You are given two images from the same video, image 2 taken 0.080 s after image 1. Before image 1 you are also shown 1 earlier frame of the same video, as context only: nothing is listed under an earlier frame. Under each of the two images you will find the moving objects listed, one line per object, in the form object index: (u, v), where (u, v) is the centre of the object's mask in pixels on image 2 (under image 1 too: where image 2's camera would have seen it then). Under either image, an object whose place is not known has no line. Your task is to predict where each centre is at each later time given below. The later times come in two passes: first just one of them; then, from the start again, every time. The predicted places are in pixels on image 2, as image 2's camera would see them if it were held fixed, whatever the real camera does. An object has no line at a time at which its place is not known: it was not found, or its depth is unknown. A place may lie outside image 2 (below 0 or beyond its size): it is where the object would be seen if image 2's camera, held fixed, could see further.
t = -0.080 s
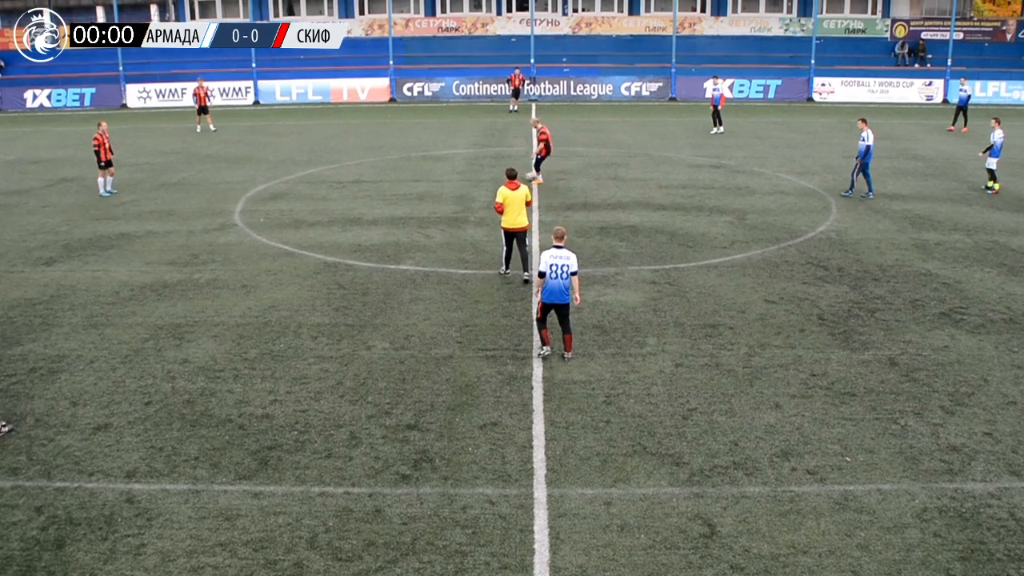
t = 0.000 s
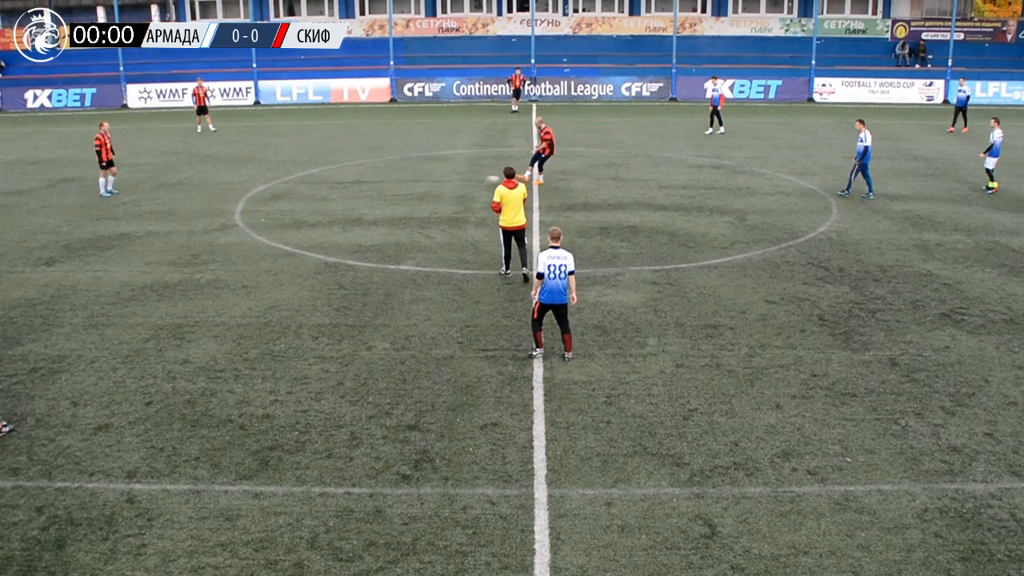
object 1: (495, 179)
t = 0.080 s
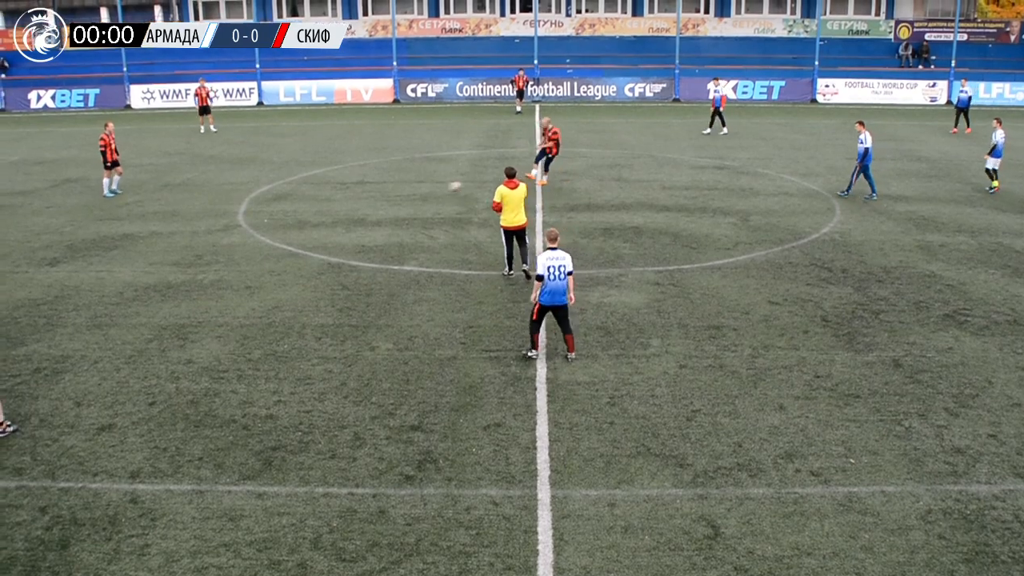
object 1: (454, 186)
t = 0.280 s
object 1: (356, 205)
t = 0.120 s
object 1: (434, 190)
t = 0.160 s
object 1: (414, 195)
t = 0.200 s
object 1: (394, 200)
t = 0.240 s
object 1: (375, 202)
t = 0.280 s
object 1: (356, 205)
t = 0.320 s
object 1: (336, 208)
